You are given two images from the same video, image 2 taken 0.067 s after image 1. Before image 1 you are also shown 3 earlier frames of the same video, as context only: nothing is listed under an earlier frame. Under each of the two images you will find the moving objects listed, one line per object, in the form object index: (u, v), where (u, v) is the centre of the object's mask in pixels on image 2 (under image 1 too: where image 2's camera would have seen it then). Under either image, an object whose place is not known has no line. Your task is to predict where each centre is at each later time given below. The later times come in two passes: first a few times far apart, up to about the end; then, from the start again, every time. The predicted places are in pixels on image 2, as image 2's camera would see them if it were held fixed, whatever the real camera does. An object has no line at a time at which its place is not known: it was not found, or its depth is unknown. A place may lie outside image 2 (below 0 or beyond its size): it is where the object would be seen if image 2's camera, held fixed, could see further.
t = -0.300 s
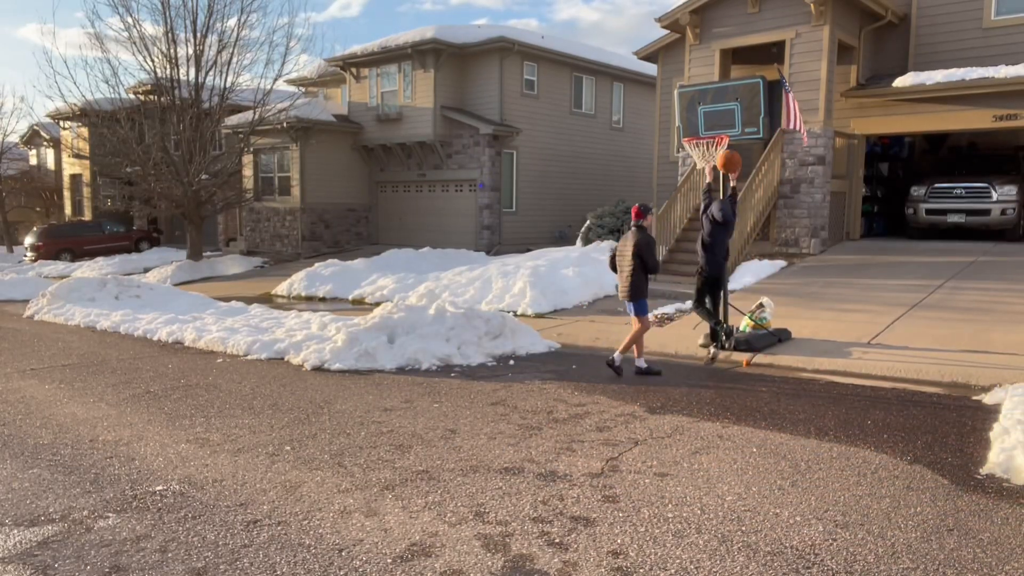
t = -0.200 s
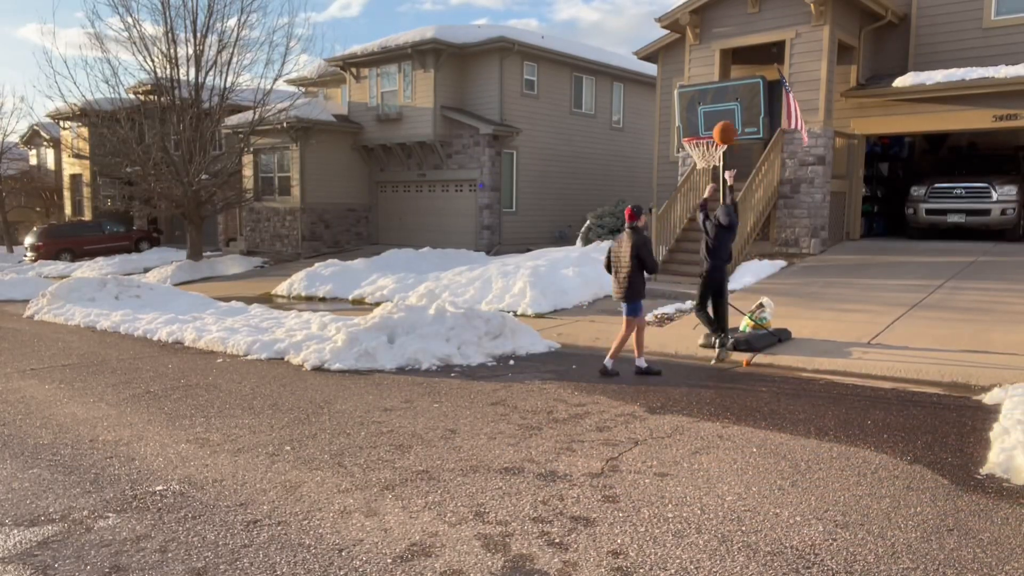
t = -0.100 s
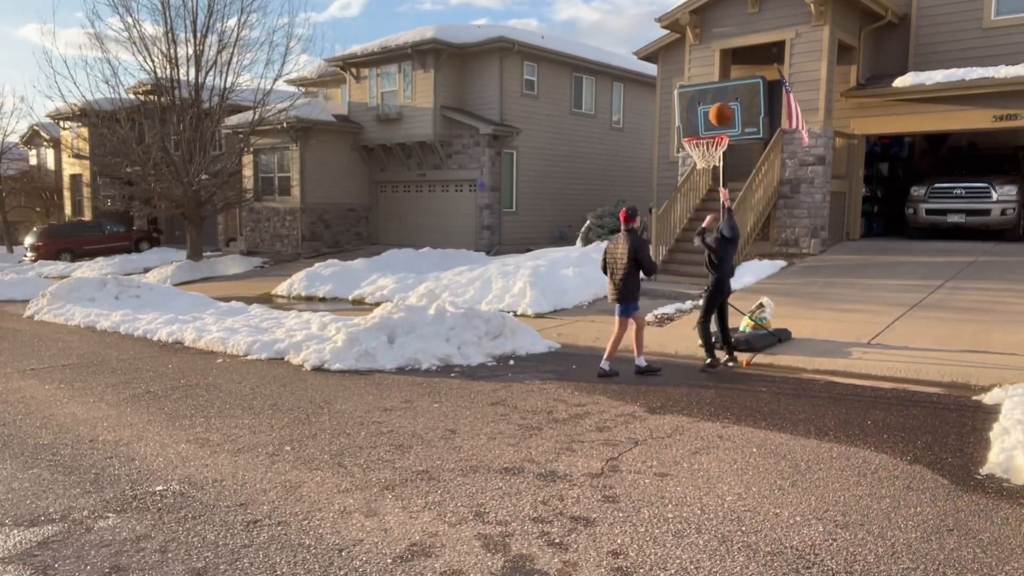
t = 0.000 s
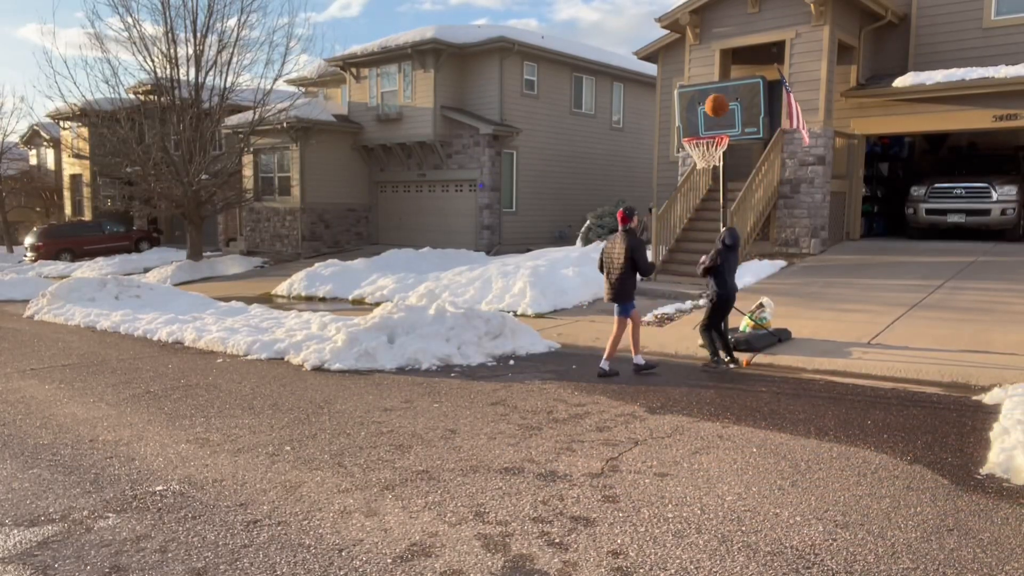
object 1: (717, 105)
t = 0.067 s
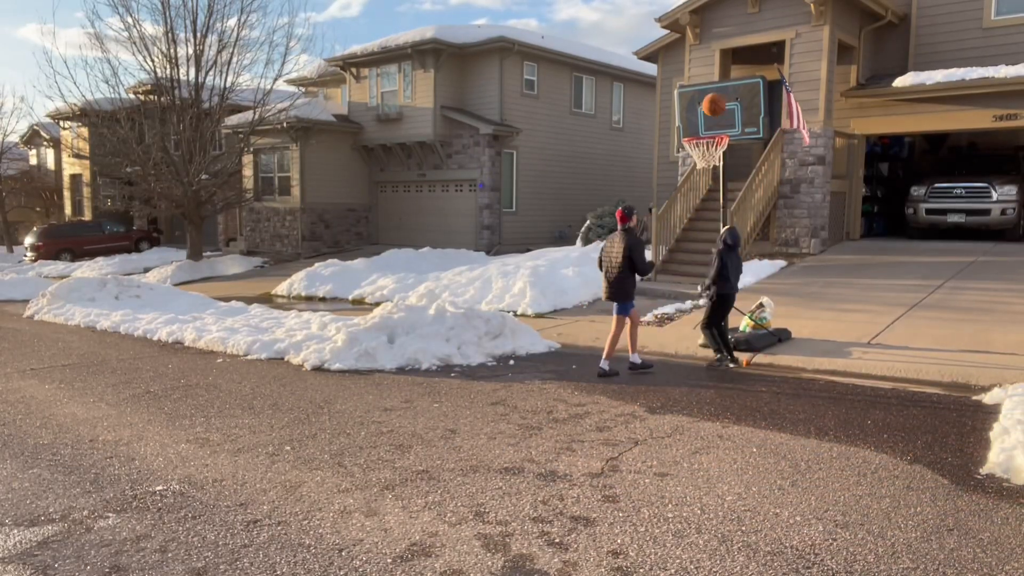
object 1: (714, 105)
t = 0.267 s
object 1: (704, 127)
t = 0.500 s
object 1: (706, 145)
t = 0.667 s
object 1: (714, 167)
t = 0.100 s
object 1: (713, 106)
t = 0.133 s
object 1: (711, 108)
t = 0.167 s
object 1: (710, 112)
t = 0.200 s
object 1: (708, 116)
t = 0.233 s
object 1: (706, 122)
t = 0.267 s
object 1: (704, 127)
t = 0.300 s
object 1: (703, 131)
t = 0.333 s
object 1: (703, 132)
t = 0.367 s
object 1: (702, 133)
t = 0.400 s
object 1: (702, 136)
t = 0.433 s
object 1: (702, 139)
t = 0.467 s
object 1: (704, 142)
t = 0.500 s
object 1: (706, 145)
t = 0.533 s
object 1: (709, 148)
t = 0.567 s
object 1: (710, 150)
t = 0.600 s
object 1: (708, 162)
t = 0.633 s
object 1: (713, 166)
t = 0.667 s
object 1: (714, 167)
